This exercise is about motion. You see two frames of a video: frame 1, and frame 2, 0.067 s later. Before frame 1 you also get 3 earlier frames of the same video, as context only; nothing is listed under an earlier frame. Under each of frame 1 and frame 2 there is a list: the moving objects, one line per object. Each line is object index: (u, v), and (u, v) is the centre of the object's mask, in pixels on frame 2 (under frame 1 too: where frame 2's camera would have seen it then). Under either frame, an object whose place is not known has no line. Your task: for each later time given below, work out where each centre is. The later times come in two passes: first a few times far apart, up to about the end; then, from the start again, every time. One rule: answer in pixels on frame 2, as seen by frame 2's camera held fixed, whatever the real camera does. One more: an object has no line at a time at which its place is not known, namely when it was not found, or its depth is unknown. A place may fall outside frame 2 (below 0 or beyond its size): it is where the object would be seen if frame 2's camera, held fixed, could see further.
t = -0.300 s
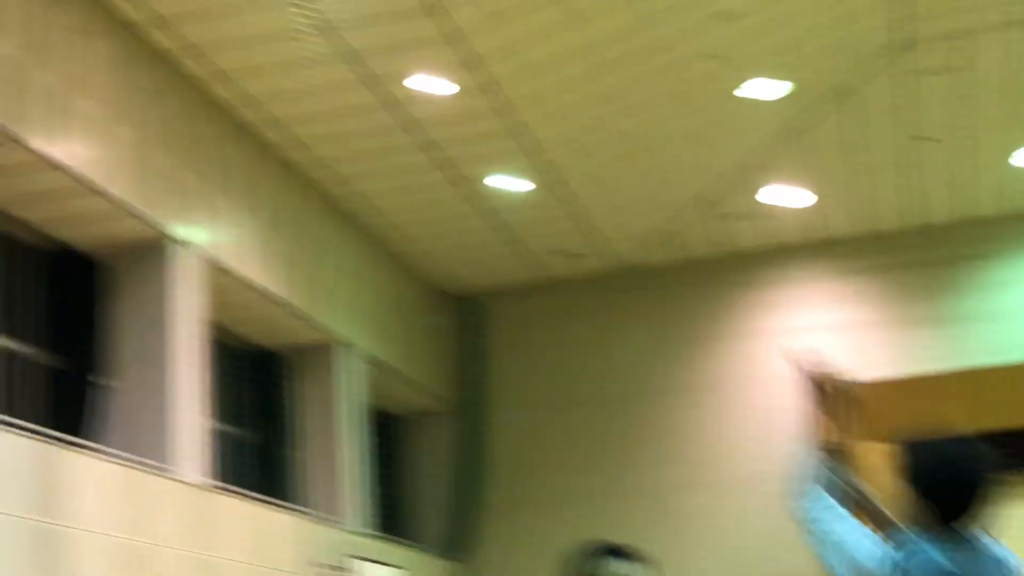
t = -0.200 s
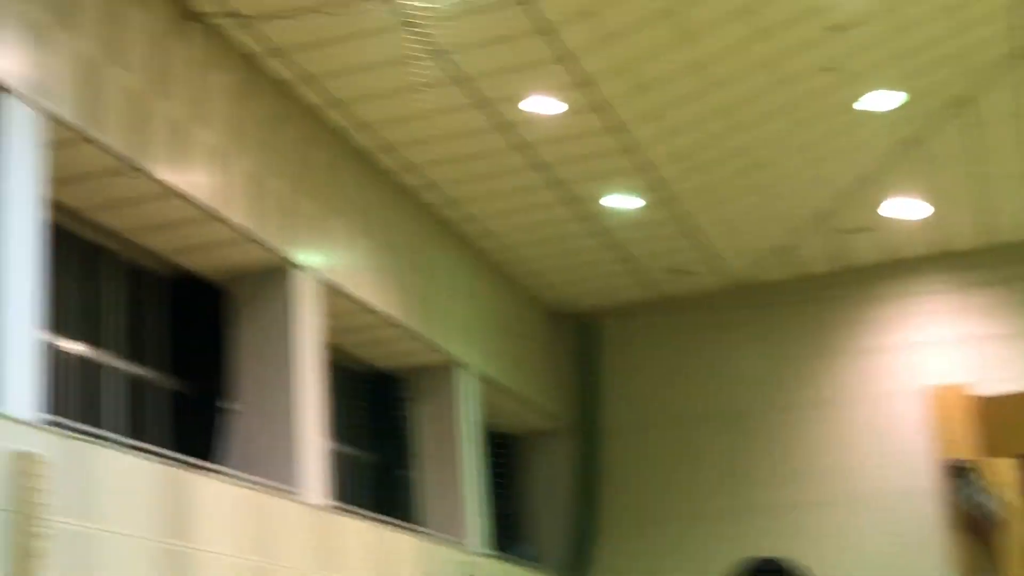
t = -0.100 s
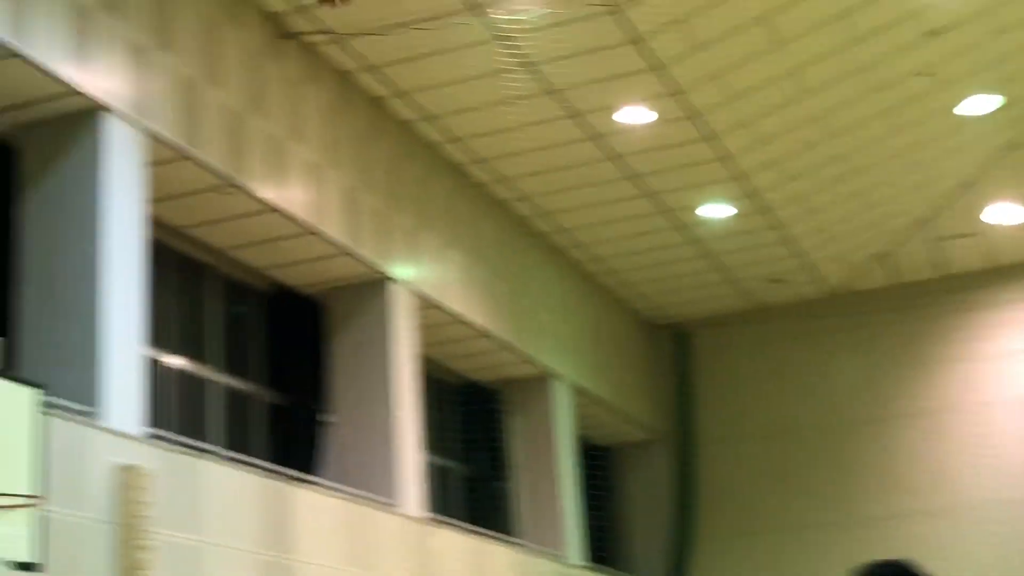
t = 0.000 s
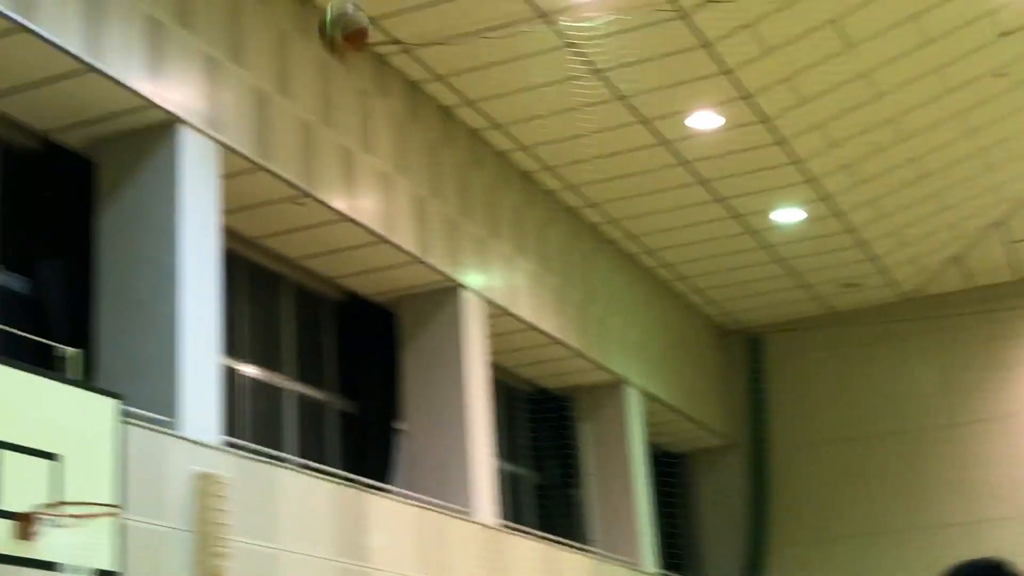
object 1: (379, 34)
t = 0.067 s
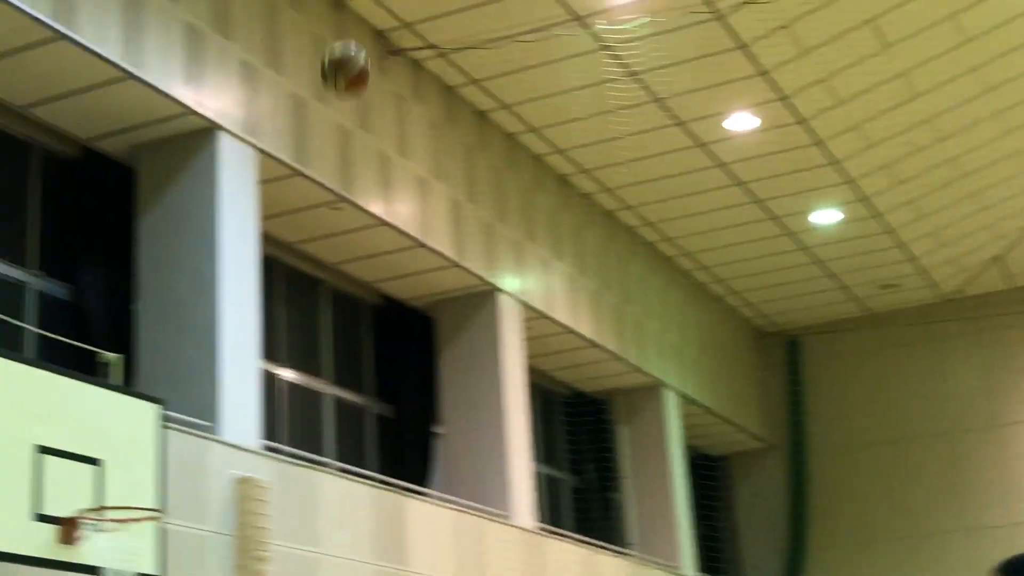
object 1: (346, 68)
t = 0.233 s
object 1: (270, 180)
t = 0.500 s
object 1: (170, 412)
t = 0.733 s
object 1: (102, 565)
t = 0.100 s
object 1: (330, 88)
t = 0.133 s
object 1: (314, 109)
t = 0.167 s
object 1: (299, 131)
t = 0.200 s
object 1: (284, 154)
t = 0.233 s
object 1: (270, 180)
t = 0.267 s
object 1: (256, 205)
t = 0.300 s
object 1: (243, 232)
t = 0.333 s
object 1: (229, 260)
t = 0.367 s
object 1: (215, 287)
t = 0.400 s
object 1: (204, 315)
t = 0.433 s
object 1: (193, 348)
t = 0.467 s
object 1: (181, 379)
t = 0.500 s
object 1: (170, 412)
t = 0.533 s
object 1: (156, 449)
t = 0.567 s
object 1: (145, 484)
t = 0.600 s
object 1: (132, 520)
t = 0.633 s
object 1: (122, 546)
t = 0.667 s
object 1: (114, 548)
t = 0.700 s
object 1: (108, 553)
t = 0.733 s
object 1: (102, 565)
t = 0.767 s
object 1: (96, 575)
